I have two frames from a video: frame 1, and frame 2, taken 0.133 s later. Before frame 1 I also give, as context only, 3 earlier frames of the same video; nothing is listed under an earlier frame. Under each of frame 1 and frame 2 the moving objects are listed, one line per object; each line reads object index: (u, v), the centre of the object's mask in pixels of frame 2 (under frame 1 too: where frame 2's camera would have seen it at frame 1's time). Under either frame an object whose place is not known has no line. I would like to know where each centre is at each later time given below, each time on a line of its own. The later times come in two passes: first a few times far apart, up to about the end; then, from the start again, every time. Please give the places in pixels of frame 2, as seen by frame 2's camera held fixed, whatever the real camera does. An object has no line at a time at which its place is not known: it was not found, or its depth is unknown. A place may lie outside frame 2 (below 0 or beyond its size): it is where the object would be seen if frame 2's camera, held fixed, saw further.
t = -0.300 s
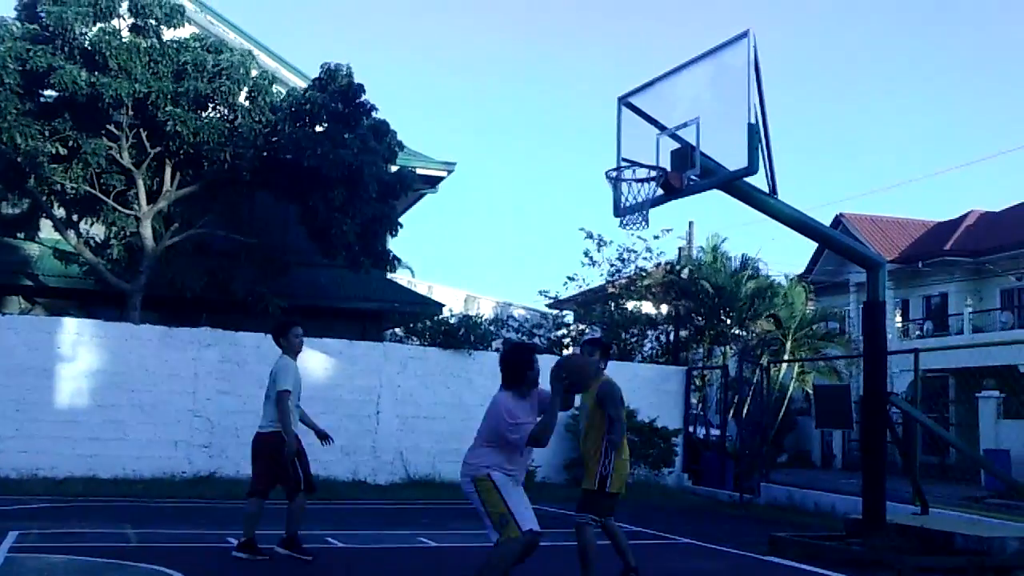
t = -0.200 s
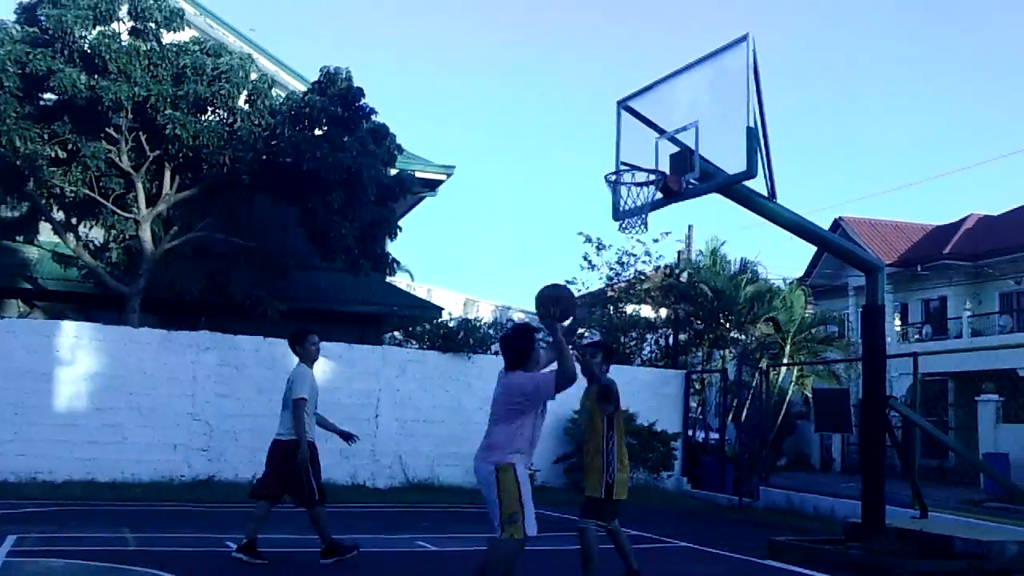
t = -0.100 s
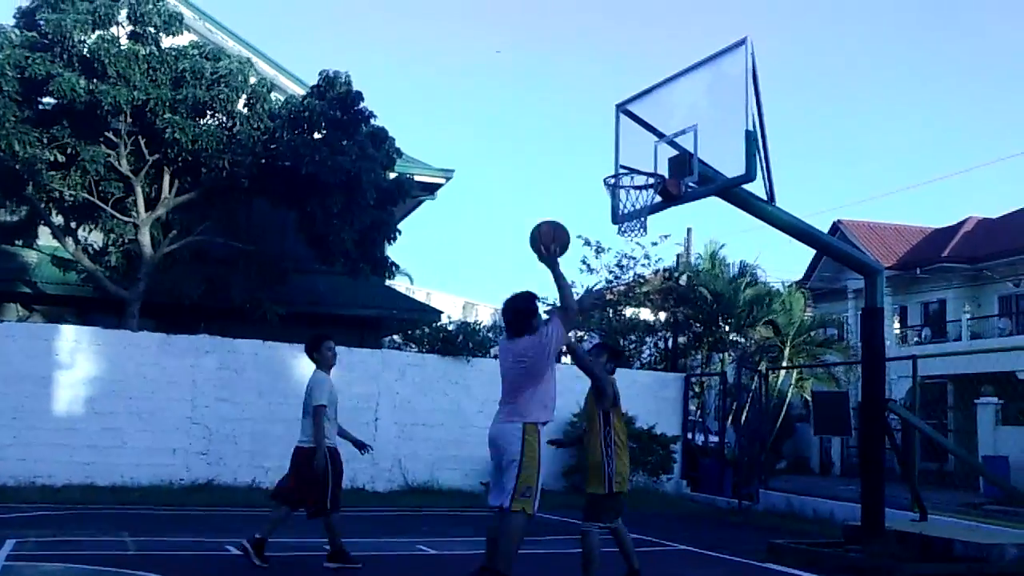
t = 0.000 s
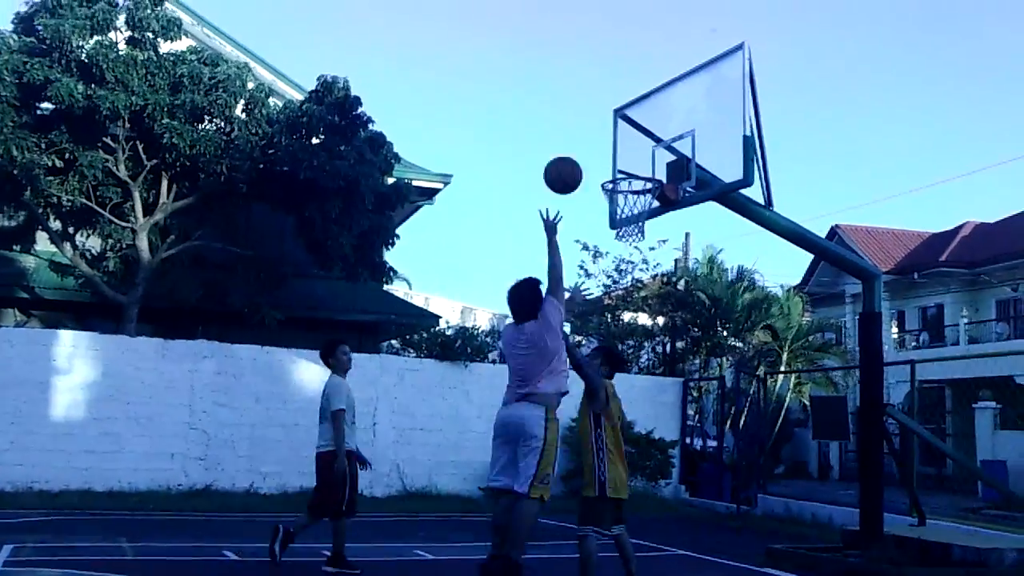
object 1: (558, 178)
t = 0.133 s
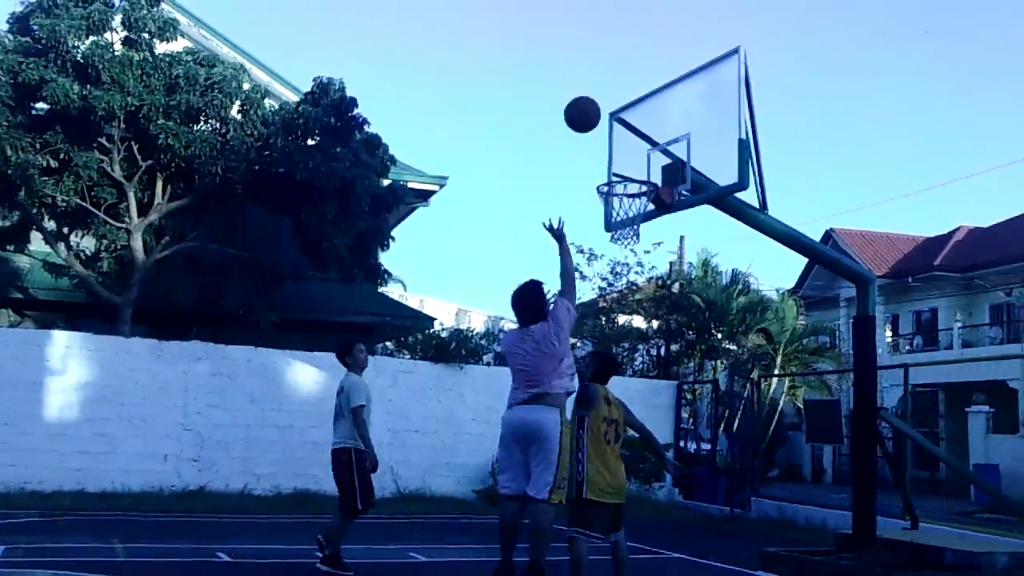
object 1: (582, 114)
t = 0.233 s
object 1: (598, 87)
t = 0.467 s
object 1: (629, 80)
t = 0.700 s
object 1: (654, 139)
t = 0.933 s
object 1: (608, 171)
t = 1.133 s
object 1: (546, 177)
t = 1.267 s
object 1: (504, 206)
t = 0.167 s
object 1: (588, 103)
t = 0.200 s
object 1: (593, 94)
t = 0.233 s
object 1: (598, 87)
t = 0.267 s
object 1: (603, 82)
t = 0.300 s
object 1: (608, 77)
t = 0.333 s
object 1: (612, 75)
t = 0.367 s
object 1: (617, 74)
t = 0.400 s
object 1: (621, 75)
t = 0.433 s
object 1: (625, 77)
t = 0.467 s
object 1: (629, 80)
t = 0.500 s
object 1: (633, 85)
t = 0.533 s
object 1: (637, 91)
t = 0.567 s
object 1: (640, 98)
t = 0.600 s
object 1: (643, 107)
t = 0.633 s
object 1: (647, 116)
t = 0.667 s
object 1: (651, 127)
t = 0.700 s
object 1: (654, 139)
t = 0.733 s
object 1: (657, 153)
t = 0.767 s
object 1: (658, 165)
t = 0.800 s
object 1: (650, 171)
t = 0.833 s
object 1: (640, 173)
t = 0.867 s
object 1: (629, 171)
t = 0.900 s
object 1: (619, 171)
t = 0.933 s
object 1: (608, 171)
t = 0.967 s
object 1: (597, 173)
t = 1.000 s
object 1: (587, 171)
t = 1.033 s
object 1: (577, 170)
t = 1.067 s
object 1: (567, 171)
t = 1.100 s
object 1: (557, 173)
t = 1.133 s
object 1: (546, 177)
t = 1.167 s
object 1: (536, 182)
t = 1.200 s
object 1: (526, 189)
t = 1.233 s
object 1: (515, 197)
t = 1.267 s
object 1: (504, 206)
